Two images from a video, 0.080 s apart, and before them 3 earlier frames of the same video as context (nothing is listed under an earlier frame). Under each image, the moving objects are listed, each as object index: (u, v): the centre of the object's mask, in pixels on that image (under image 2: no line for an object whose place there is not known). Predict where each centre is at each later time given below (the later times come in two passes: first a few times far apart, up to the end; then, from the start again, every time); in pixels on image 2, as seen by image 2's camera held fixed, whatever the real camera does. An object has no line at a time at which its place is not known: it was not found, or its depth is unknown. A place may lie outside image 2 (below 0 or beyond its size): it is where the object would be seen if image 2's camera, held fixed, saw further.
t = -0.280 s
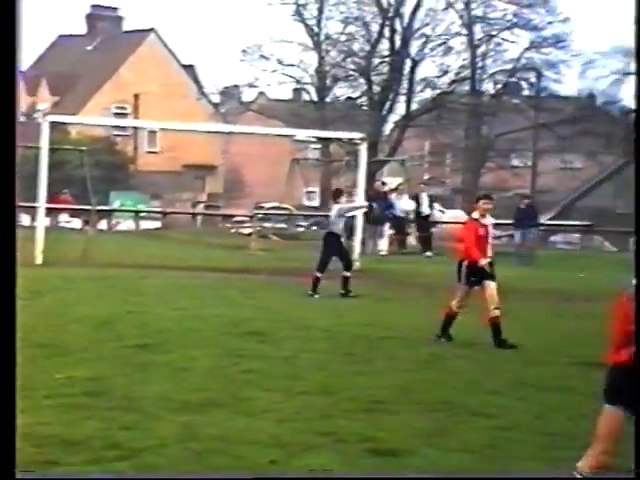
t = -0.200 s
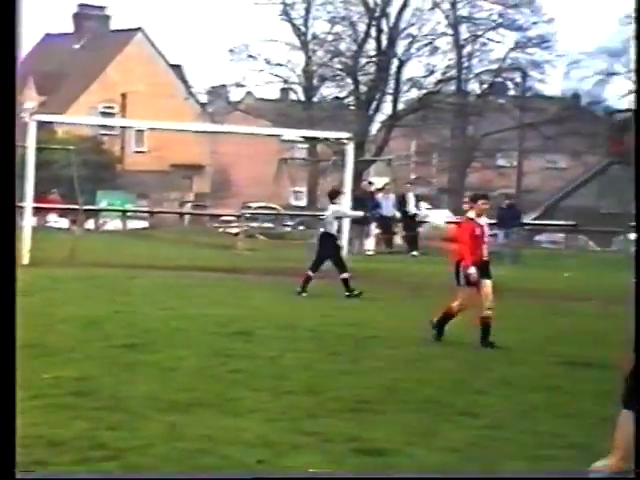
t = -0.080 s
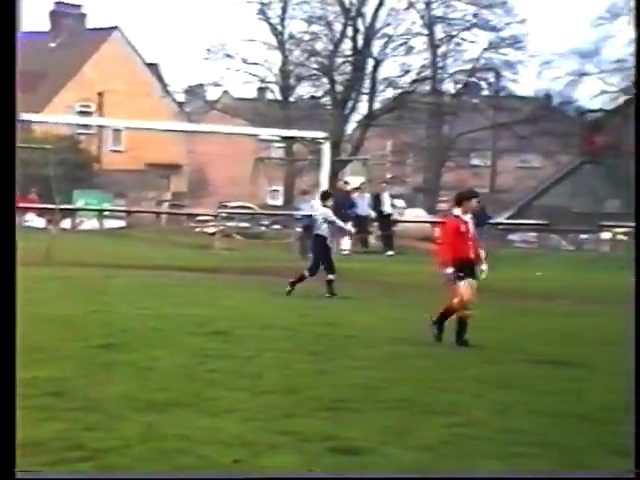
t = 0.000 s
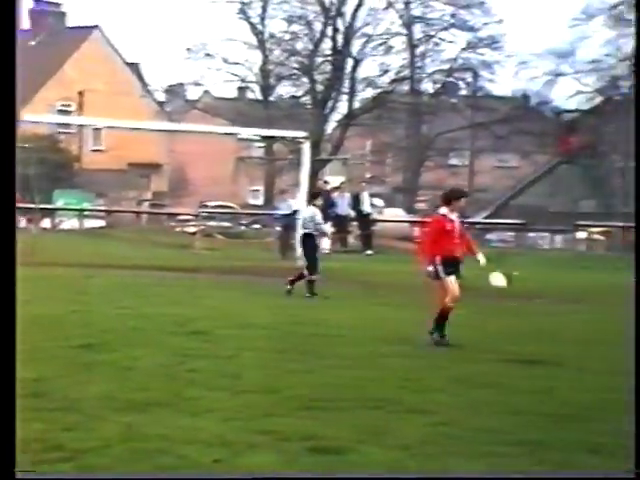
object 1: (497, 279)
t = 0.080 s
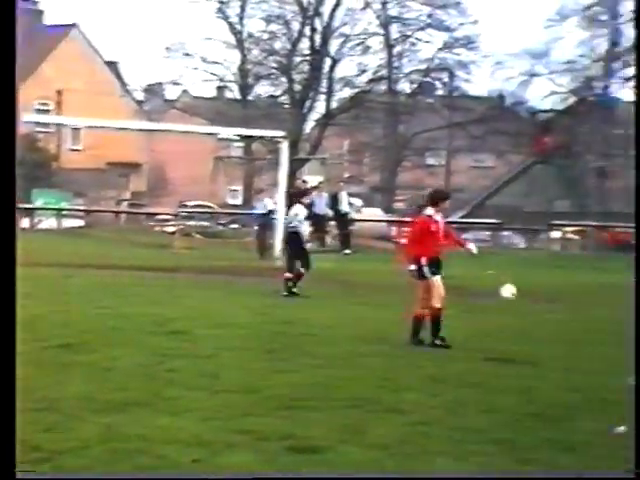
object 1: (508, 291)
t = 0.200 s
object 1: (533, 266)
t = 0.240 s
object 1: (541, 261)
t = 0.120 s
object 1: (517, 281)
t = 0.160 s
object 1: (525, 273)
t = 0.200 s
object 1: (533, 266)
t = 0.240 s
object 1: (541, 261)
